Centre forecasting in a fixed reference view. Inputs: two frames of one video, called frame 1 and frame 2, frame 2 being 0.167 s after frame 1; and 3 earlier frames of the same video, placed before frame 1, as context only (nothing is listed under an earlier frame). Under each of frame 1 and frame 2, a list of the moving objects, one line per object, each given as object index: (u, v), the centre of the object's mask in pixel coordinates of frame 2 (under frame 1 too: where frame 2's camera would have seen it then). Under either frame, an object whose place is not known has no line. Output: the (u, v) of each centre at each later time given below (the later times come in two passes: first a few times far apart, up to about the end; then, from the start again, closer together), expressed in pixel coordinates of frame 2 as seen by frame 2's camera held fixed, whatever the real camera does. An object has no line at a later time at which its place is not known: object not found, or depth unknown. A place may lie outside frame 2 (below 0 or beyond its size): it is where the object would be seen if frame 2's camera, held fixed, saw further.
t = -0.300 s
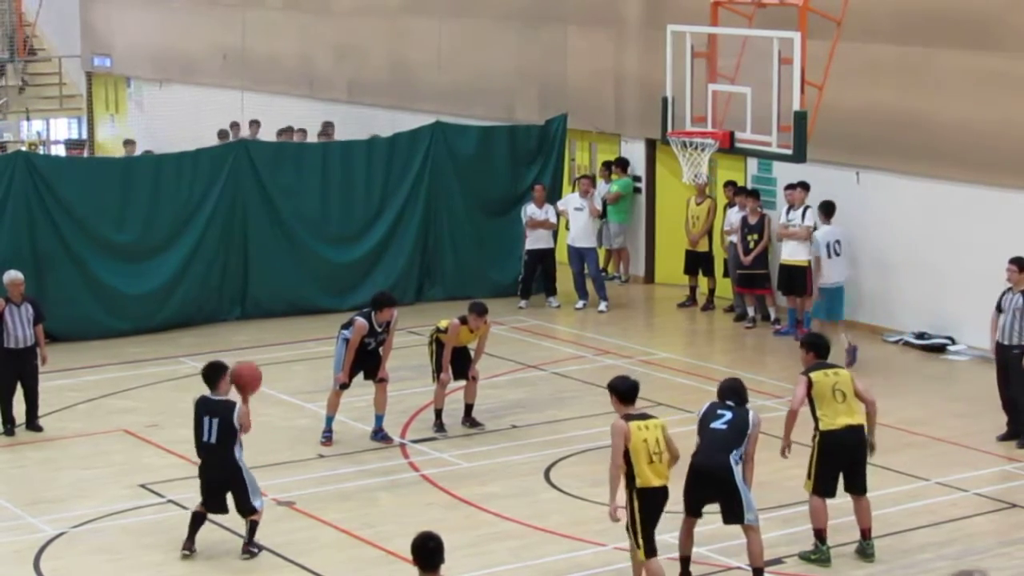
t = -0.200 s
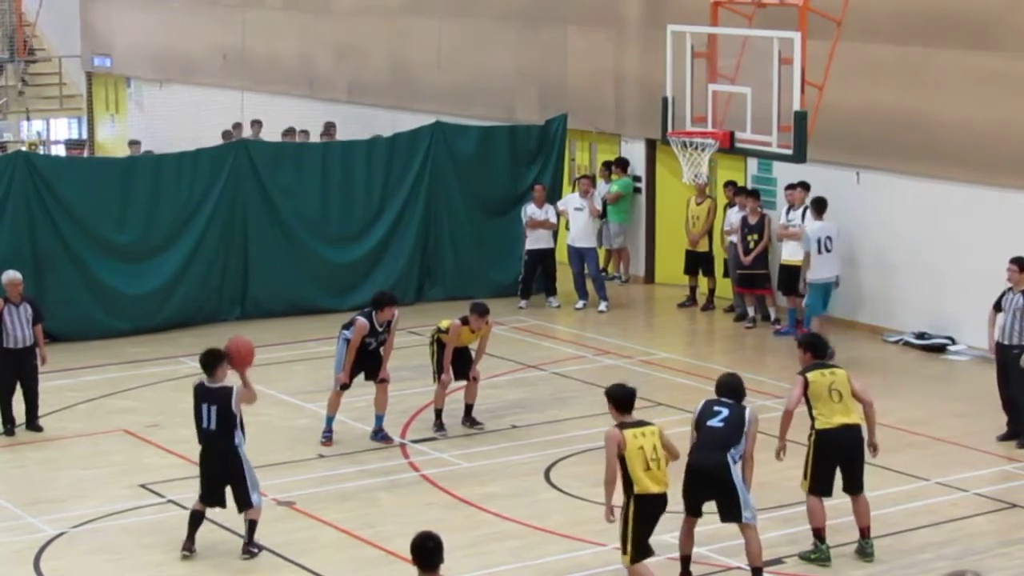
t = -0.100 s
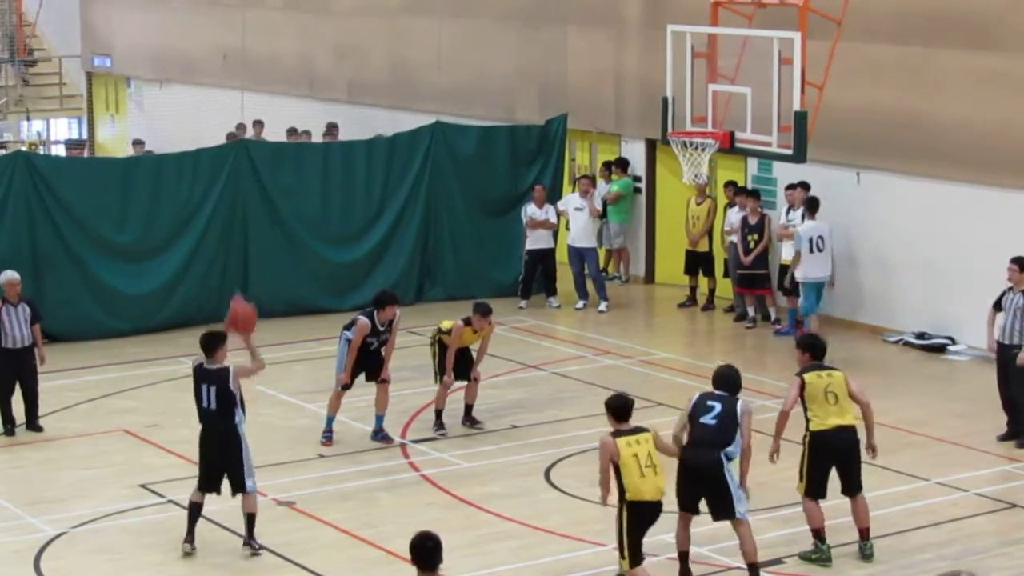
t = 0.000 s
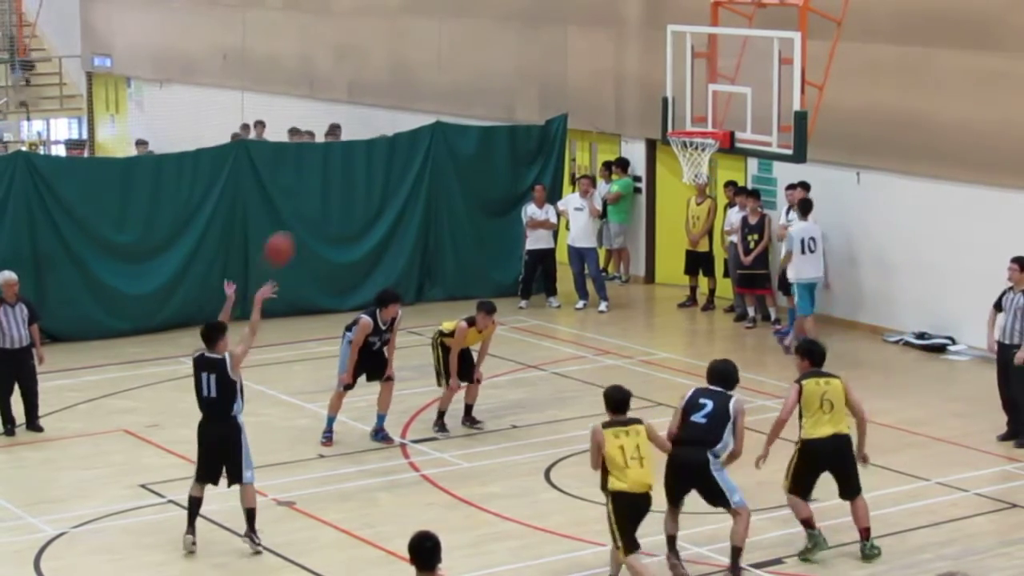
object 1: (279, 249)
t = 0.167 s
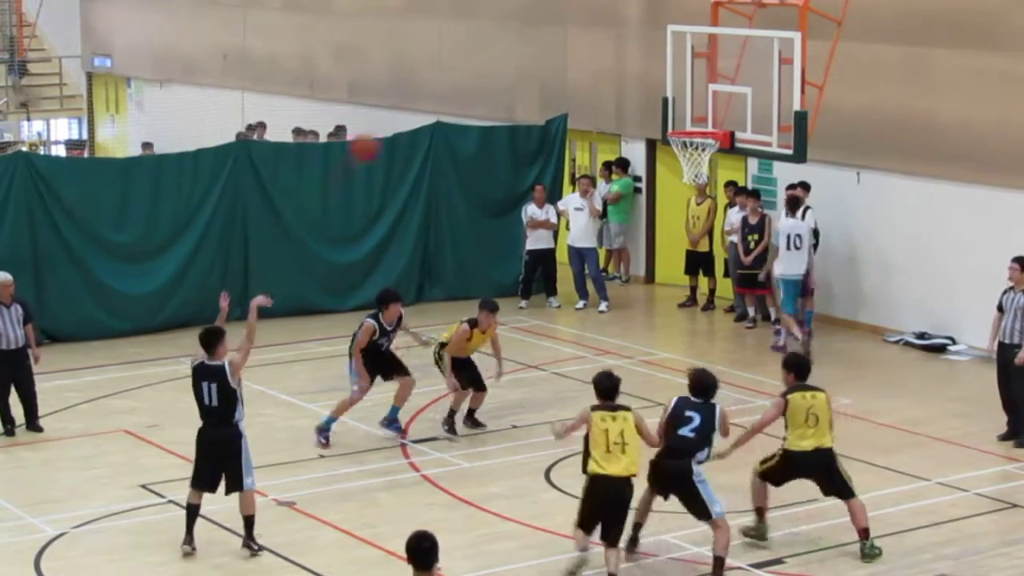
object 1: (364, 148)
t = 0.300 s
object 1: (429, 93)
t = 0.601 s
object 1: (566, 50)
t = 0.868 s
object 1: (678, 100)
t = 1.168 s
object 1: (604, 115)
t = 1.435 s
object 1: (477, 170)
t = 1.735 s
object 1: (334, 334)
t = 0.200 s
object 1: (381, 132)
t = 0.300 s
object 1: (429, 93)
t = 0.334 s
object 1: (445, 83)
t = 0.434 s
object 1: (492, 61)
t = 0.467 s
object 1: (507, 55)
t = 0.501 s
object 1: (522, 52)
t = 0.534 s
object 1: (537, 50)
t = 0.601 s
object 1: (566, 50)
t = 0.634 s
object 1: (581, 51)
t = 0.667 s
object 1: (596, 55)
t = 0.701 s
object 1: (610, 60)
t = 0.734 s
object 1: (624, 65)
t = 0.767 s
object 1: (638, 72)
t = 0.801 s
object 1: (652, 80)
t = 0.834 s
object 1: (665, 89)
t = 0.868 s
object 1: (678, 100)
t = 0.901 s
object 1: (692, 112)
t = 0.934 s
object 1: (704, 122)
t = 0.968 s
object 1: (700, 124)
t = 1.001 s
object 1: (683, 120)
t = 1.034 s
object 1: (669, 116)
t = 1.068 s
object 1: (652, 115)
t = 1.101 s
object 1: (636, 114)
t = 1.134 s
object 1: (621, 114)
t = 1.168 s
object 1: (604, 115)
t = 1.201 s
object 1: (589, 118)
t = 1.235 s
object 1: (573, 121)
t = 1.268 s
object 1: (556, 127)
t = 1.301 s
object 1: (540, 132)
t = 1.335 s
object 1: (524, 139)
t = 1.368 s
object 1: (508, 148)
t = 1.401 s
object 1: (492, 158)
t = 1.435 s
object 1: (477, 170)
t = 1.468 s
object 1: (460, 184)
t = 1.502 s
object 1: (444, 197)
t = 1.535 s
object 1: (428, 212)
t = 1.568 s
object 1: (412, 229)
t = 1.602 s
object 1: (396, 248)
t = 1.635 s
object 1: (380, 267)
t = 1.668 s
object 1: (365, 287)
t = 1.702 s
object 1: (349, 309)
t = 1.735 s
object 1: (334, 334)
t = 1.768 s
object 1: (318, 358)
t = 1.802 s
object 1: (303, 383)
